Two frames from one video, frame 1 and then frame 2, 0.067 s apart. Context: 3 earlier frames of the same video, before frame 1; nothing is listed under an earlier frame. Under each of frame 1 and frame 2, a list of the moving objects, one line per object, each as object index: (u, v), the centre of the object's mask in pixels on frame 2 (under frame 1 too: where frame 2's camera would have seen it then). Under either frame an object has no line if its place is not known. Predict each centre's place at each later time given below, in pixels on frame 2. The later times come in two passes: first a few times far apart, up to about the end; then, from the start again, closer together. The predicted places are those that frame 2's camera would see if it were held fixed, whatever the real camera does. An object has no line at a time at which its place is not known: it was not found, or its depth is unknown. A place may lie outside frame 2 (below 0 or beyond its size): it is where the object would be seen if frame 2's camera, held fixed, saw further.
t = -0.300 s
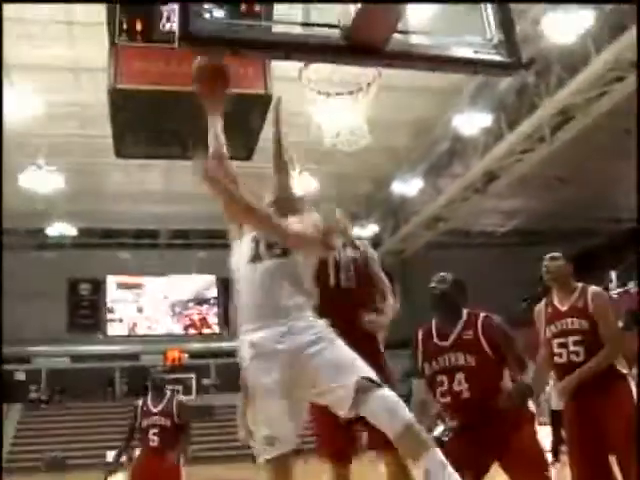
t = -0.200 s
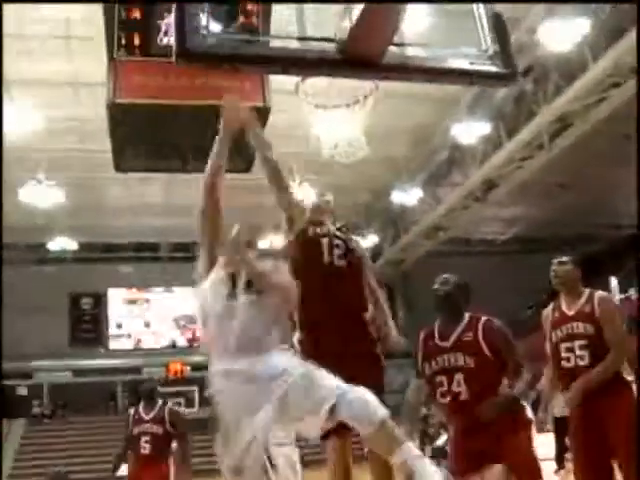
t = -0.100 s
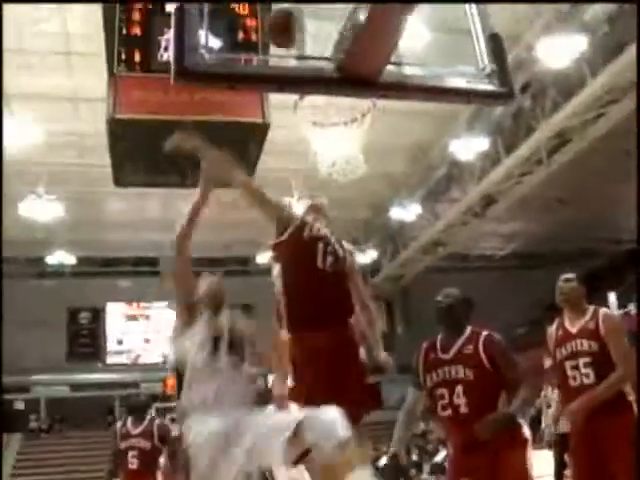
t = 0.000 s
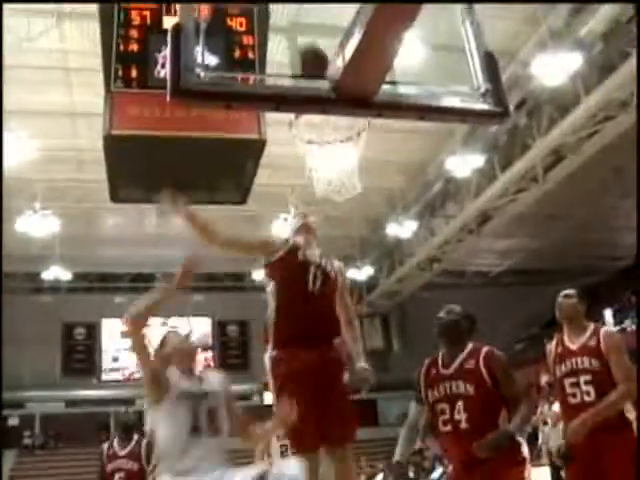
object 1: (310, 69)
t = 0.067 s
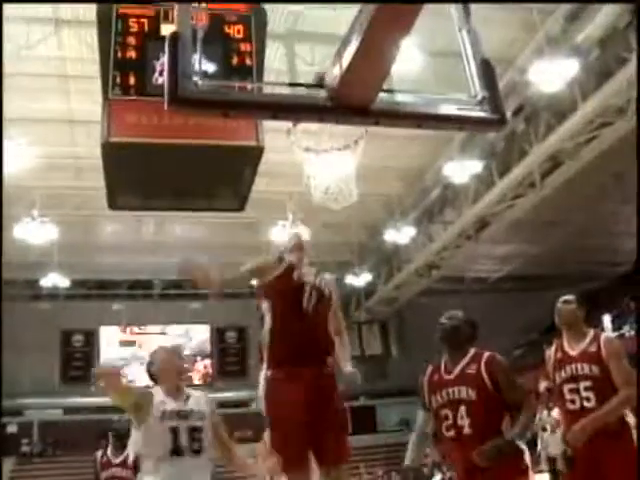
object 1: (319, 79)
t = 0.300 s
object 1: (308, 137)
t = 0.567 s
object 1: (360, 153)
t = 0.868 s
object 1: (329, 186)
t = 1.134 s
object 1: (326, 185)
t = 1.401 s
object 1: (359, 259)
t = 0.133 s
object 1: (344, 129)
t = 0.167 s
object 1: (339, 135)
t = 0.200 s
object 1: (332, 138)
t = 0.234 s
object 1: (322, 138)
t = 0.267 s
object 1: (309, 138)
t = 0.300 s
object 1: (308, 137)
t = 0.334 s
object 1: (309, 136)
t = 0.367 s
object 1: (317, 135)
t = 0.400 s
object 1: (327, 136)
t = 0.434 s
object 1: (336, 138)
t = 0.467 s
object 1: (346, 142)
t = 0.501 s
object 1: (353, 147)
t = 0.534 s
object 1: (358, 151)
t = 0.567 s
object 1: (360, 153)
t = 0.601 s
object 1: (361, 160)
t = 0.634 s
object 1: (361, 165)
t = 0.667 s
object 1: (358, 167)
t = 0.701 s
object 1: (356, 171)
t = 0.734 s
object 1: (353, 174)
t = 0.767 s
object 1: (346, 177)
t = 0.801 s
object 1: (340, 181)
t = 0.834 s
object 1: (334, 183)
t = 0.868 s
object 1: (329, 186)
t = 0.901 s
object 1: (324, 186)
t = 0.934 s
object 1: (320, 186)
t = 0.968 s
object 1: (318, 186)
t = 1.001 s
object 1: (319, 186)
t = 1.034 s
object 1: (319, 185)
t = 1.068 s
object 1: (321, 183)
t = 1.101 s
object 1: (323, 184)
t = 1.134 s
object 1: (326, 185)
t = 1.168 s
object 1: (329, 188)
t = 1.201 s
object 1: (332, 193)
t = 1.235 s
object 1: (337, 199)
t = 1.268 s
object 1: (339, 206)
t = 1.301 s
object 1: (344, 217)
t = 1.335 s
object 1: (348, 228)
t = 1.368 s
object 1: (354, 244)
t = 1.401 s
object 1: (359, 259)
